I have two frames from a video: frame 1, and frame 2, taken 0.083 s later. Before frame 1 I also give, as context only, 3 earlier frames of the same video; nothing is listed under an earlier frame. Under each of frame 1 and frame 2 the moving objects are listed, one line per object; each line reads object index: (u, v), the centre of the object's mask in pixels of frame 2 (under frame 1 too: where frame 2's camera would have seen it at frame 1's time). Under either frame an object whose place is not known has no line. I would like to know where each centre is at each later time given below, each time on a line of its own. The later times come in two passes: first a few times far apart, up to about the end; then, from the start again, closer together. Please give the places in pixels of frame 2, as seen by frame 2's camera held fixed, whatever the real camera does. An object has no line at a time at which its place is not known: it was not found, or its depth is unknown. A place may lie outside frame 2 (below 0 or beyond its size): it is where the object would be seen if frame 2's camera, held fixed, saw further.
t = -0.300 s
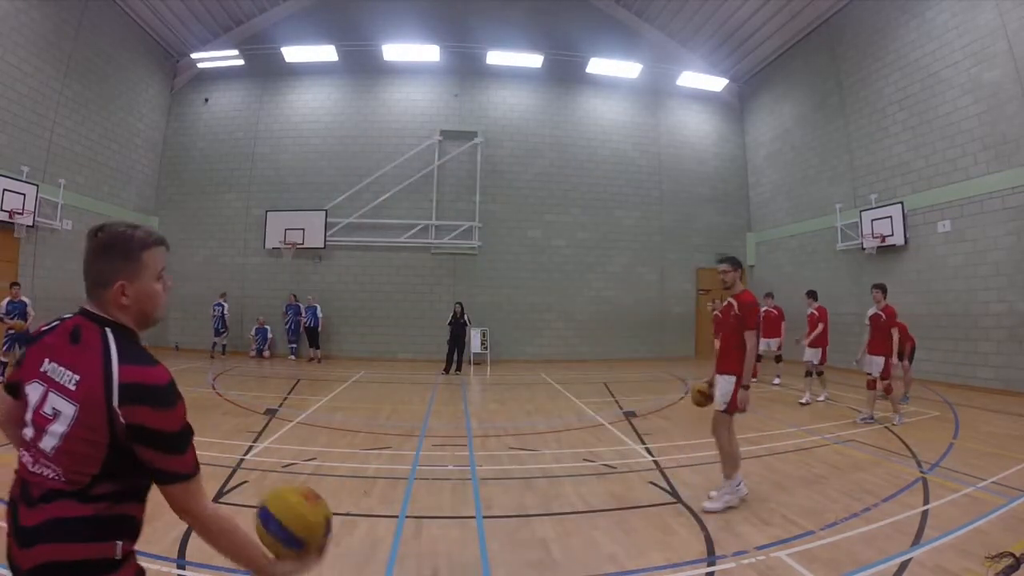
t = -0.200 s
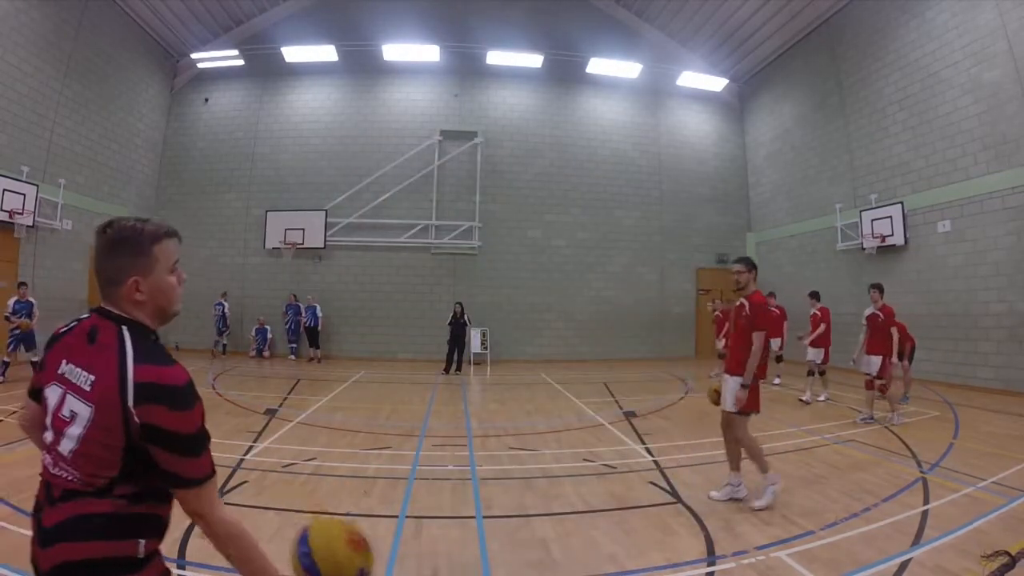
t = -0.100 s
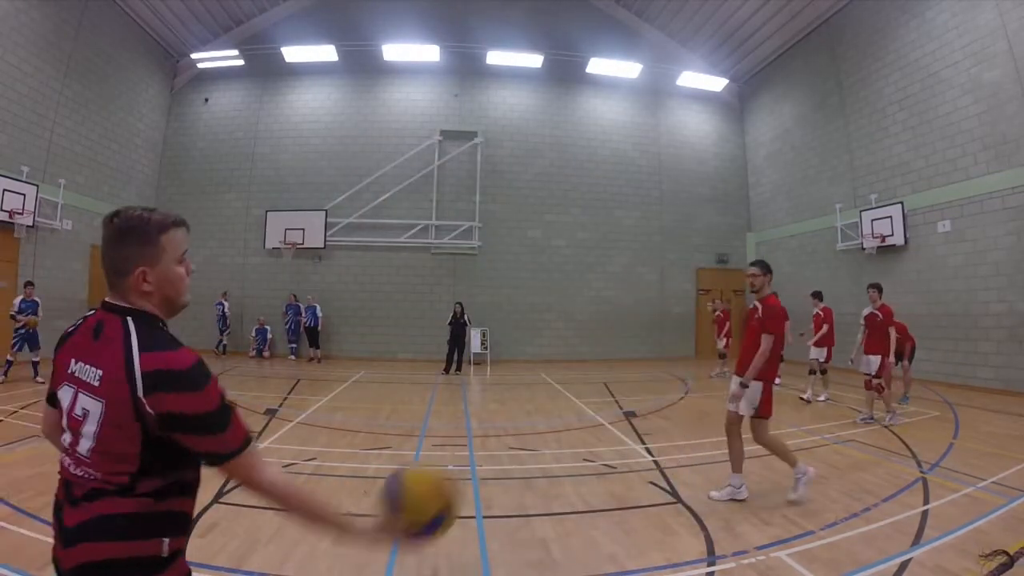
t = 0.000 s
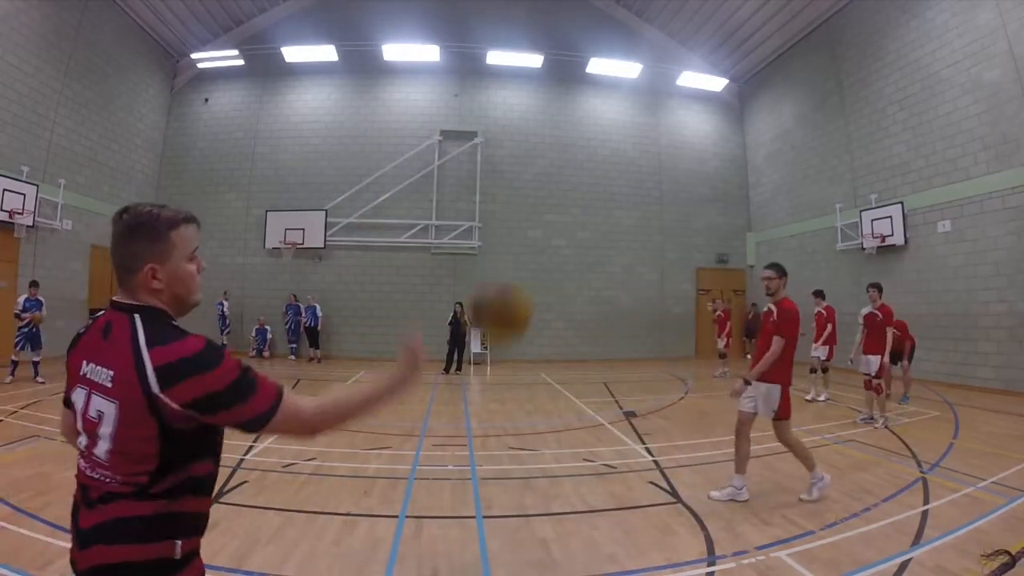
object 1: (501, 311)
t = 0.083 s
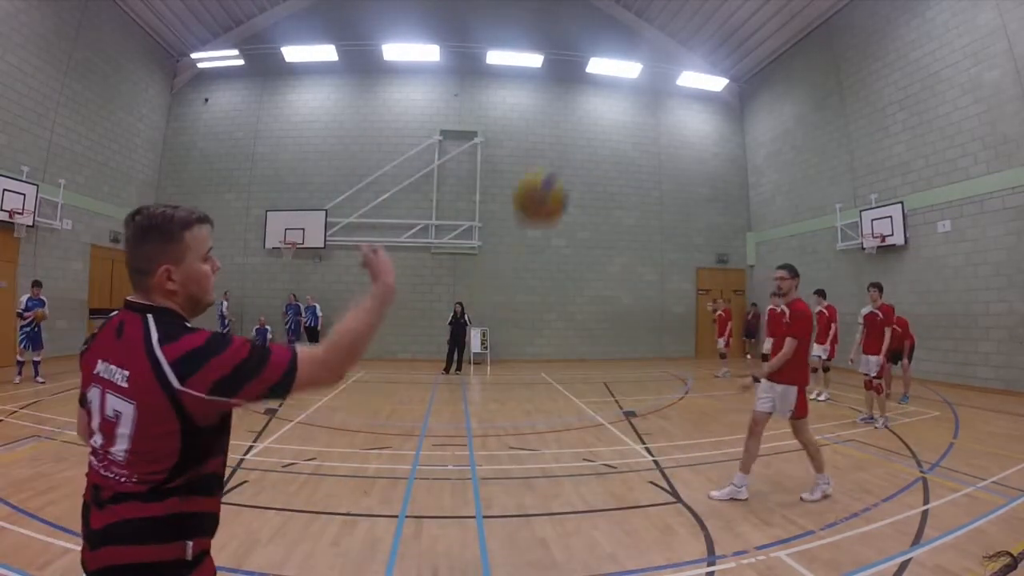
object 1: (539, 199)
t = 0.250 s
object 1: (587, 107)
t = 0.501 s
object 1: (629, 102)
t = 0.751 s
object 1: (656, 169)
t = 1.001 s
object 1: (674, 274)
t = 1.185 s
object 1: (681, 366)
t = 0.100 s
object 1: (546, 183)
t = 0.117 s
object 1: (552, 170)
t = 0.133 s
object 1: (557, 158)
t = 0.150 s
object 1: (563, 147)
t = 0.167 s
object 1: (568, 138)
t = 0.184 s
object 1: (572, 129)
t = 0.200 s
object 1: (576, 122)
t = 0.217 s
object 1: (580, 116)
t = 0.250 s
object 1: (587, 107)
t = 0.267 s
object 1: (591, 104)
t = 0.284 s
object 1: (594, 101)
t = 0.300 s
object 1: (597, 98)
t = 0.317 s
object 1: (601, 96)
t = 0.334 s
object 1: (603, 96)
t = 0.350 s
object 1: (606, 95)
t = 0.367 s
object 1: (608, 95)
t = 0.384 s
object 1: (612, 95)
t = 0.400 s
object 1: (614, 96)
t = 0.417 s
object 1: (616, 94)
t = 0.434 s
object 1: (619, 95)
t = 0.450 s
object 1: (621, 98)
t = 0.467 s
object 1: (623, 100)
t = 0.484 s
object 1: (626, 102)
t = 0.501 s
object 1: (629, 102)
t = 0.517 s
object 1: (631, 104)
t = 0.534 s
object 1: (632, 110)
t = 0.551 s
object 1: (634, 113)
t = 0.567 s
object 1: (637, 116)
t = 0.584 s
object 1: (638, 118)
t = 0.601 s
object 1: (640, 123)
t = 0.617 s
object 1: (642, 127)
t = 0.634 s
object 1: (645, 131)
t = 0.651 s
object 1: (646, 136)
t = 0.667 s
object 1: (648, 141)
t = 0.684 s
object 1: (649, 146)
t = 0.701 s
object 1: (651, 151)
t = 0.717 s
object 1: (652, 157)
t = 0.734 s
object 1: (654, 164)
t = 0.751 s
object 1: (656, 169)
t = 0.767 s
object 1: (657, 174)
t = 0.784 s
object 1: (659, 181)
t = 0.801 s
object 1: (661, 188)
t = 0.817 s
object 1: (661, 194)
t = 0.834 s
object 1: (662, 199)
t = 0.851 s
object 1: (664, 206)
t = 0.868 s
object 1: (665, 213)
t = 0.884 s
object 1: (666, 220)
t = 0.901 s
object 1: (668, 229)
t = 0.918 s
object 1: (669, 236)
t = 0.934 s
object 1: (670, 243)
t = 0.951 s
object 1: (673, 251)
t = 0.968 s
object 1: (673, 259)
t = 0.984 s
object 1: (673, 266)
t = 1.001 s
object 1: (674, 274)
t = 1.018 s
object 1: (675, 282)
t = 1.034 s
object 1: (676, 291)
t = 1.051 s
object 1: (677, 298)
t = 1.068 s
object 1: (677, 307)
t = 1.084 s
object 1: (677, 314)
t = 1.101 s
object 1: (678, 324)
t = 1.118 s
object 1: (678, 331)
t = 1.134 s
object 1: (678, 340)
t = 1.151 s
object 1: (680, 348)
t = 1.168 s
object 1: (681, 357)
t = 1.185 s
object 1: (681, 366)
